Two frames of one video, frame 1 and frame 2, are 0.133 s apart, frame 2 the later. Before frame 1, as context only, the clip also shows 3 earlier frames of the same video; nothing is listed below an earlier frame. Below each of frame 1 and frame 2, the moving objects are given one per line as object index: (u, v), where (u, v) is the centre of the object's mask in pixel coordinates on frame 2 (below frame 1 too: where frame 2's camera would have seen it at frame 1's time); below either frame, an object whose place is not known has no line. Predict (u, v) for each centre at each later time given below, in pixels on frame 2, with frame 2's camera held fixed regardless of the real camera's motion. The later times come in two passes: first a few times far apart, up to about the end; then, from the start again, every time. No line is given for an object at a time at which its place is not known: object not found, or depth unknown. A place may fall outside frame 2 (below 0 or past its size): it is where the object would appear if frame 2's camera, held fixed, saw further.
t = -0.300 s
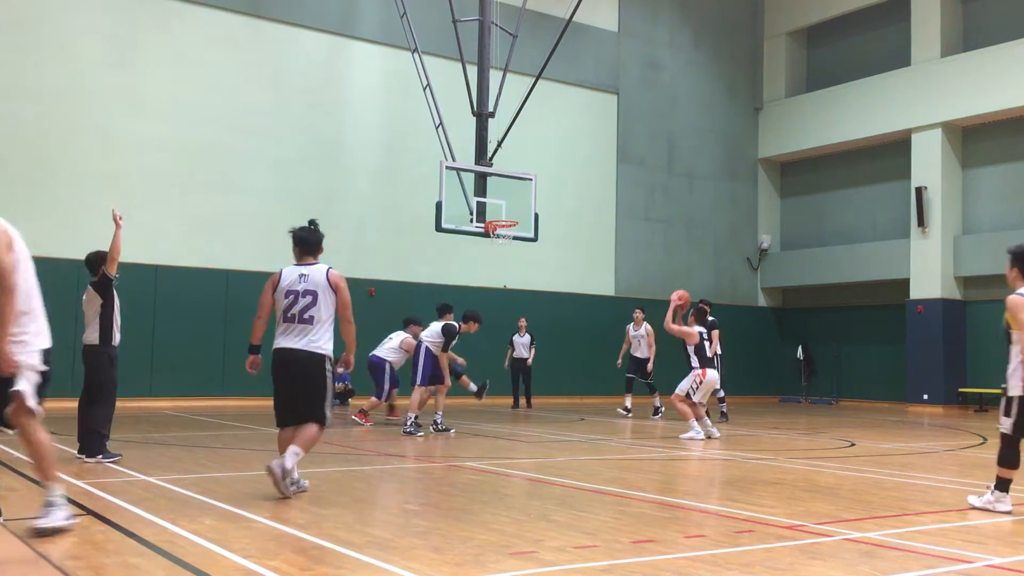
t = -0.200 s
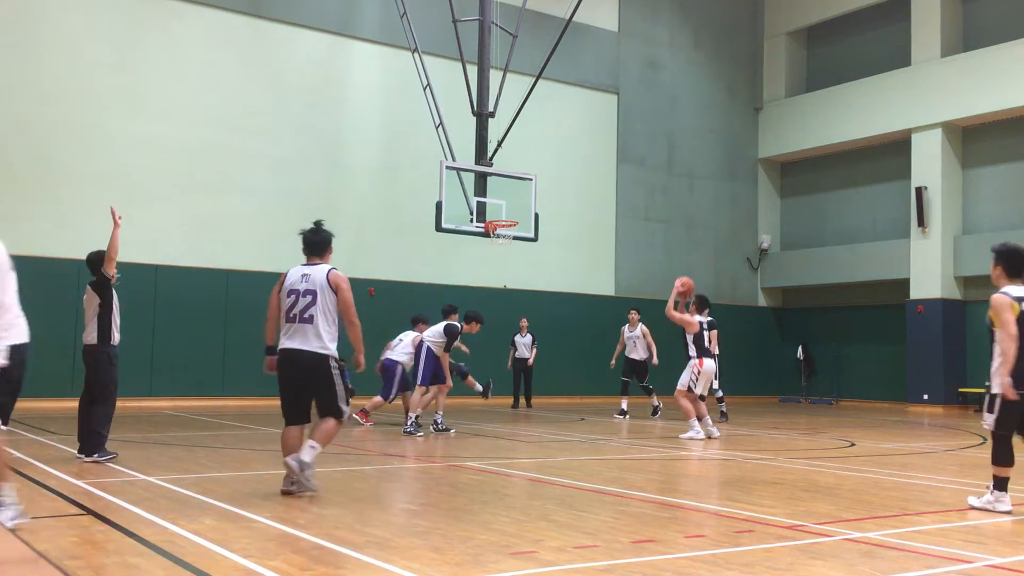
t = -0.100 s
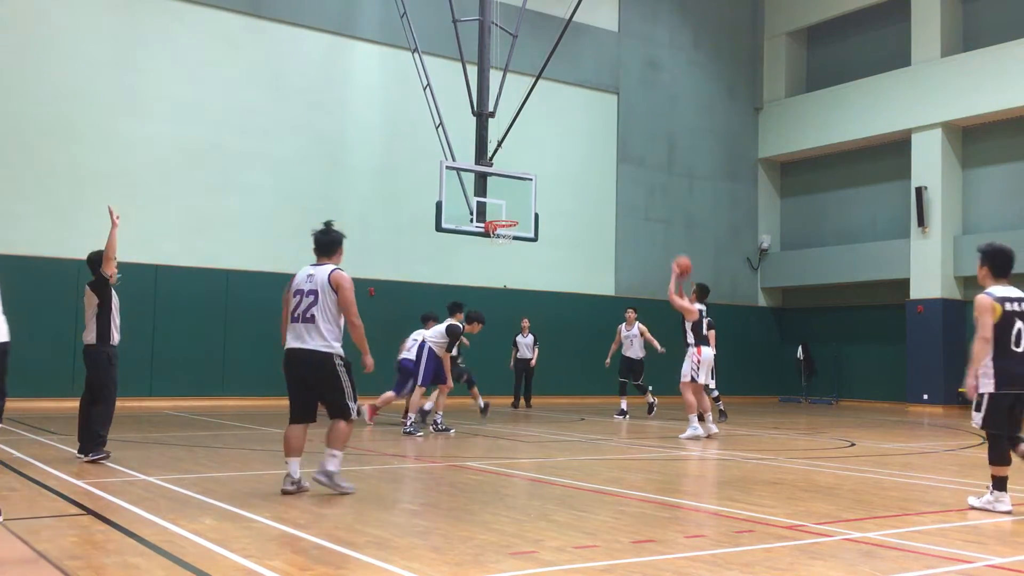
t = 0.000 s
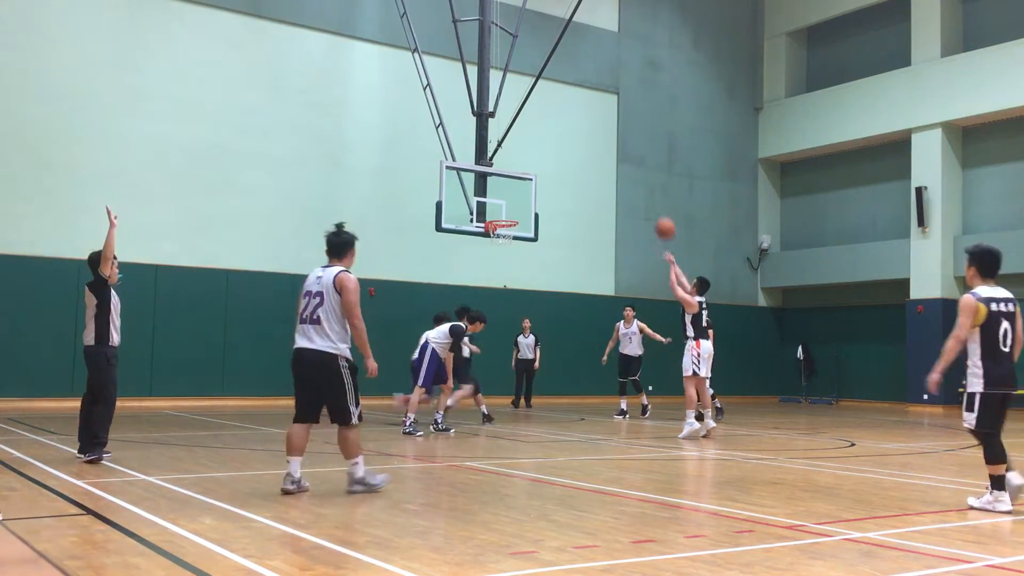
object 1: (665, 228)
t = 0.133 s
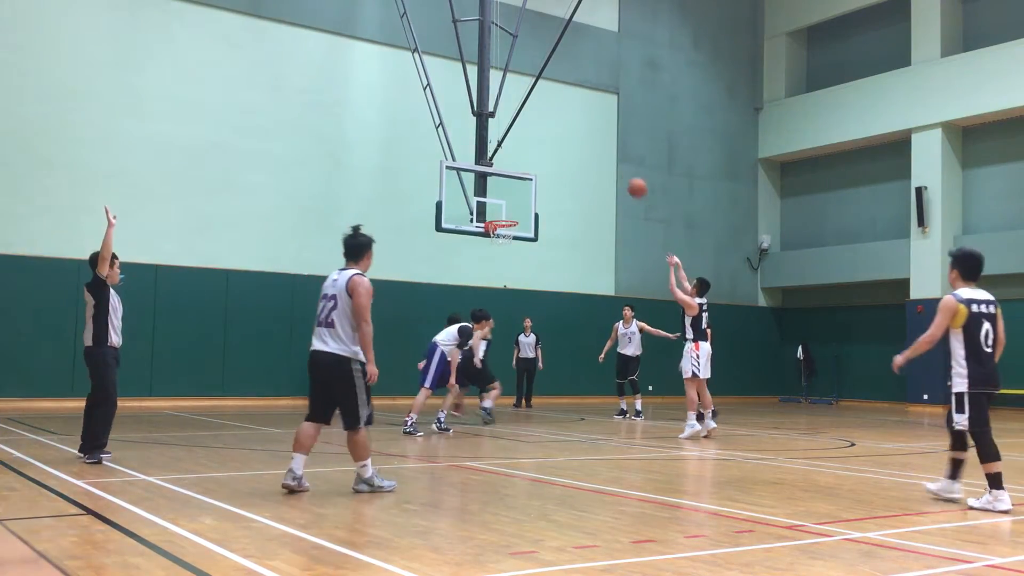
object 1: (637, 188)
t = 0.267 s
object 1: (612, 164)
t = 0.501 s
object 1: (571, 152)
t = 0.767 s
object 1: (530, 182)
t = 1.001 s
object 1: (504, 214)
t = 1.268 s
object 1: (506, 207)
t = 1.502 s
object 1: (513, 223)
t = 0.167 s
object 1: (631, 180)
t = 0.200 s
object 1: (624, 174)
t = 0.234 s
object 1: (618, 168)
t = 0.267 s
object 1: (612, 164)
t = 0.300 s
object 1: (605, 160)
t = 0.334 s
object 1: (600, 157)
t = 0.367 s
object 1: (594, 154)
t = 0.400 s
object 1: (588, 152)
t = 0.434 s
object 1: (582, 152)
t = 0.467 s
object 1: (576, 152)
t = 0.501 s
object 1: (571, 152)
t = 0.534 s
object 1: (566, 154)
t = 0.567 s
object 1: (560, 156)
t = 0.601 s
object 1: (555, 158)
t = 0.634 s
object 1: (550, 162)
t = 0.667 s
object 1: (545, 166)
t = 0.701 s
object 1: (540, 170)
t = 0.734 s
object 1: (535, 176)
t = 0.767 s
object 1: (530, 182)
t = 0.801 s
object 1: (525, 188)
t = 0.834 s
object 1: (520, 196)
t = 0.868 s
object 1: (516, 204)
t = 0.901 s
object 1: (512, 212)
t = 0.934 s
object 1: (508, 214)
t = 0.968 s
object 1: (506, 214)
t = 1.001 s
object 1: (504, 214)
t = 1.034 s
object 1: (501, 216)
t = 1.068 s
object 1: (500, 216)
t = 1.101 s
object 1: (500, 214)
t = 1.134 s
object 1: (502, 212)
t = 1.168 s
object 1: (503, 210)
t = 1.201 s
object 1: (504, 208)
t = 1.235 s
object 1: (505, 207)
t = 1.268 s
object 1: (506, 207)
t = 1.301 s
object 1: (507, 207)
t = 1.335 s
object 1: (508, 208)
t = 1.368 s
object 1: (509, 209)
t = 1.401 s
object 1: (510, 212)
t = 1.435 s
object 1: (511, 215)
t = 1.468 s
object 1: (512, 218)
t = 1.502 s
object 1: (513, 223)
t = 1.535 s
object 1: (514, 228)
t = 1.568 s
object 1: (516, 233)
